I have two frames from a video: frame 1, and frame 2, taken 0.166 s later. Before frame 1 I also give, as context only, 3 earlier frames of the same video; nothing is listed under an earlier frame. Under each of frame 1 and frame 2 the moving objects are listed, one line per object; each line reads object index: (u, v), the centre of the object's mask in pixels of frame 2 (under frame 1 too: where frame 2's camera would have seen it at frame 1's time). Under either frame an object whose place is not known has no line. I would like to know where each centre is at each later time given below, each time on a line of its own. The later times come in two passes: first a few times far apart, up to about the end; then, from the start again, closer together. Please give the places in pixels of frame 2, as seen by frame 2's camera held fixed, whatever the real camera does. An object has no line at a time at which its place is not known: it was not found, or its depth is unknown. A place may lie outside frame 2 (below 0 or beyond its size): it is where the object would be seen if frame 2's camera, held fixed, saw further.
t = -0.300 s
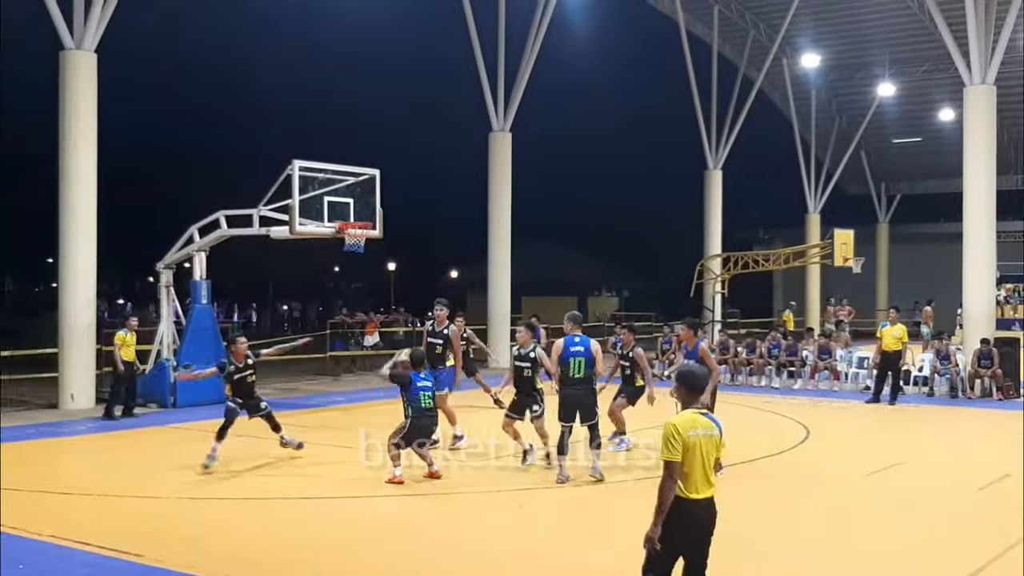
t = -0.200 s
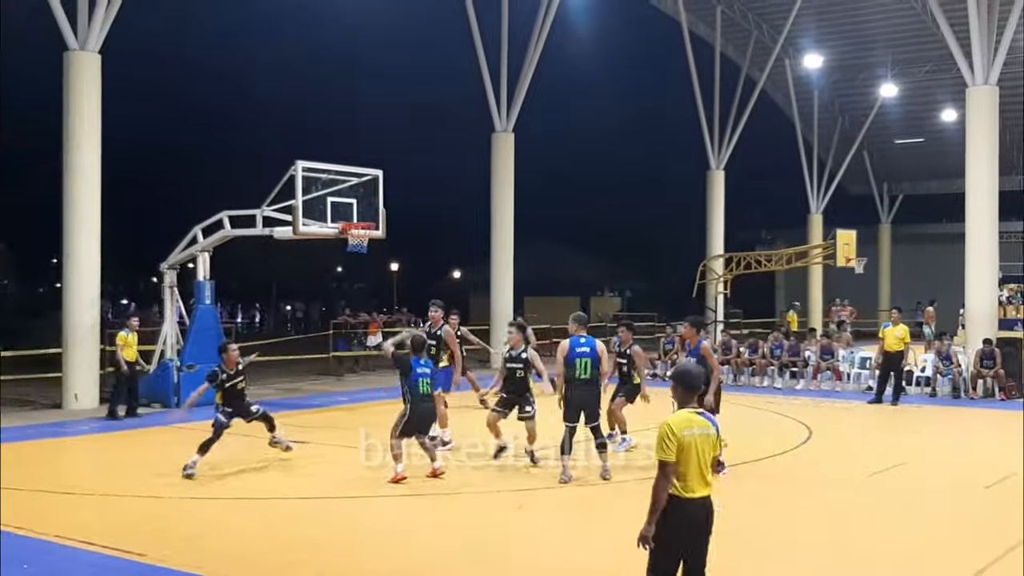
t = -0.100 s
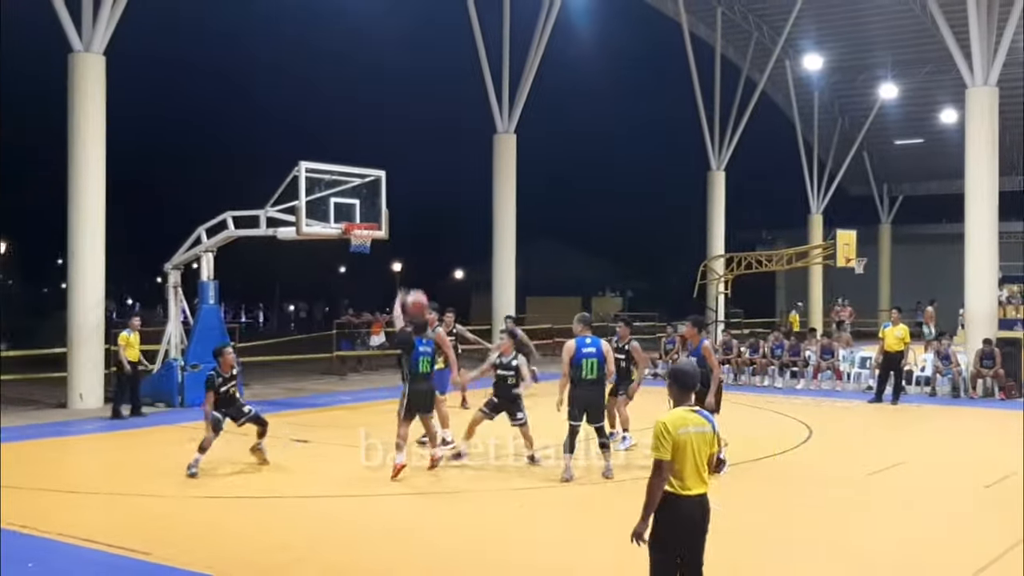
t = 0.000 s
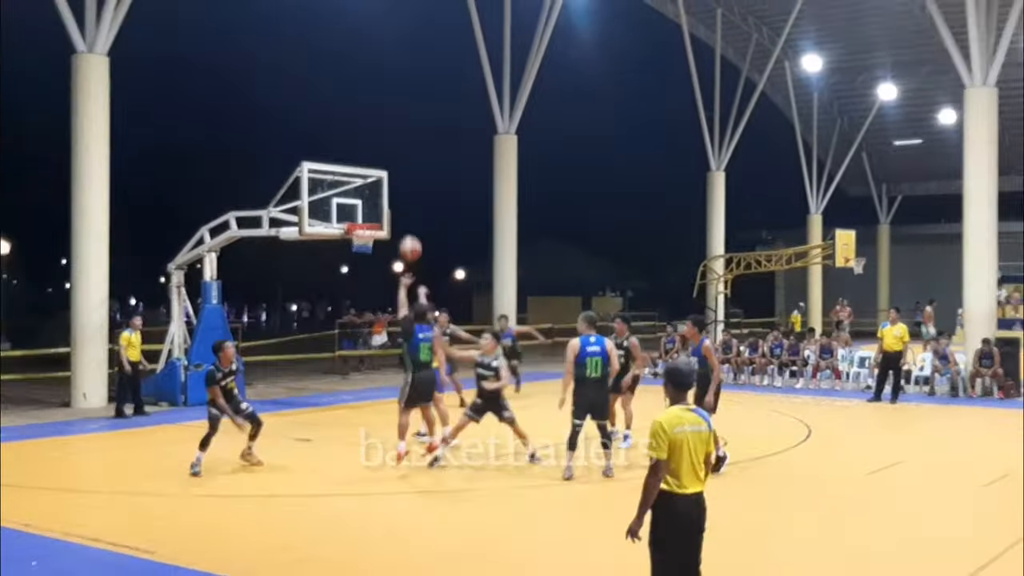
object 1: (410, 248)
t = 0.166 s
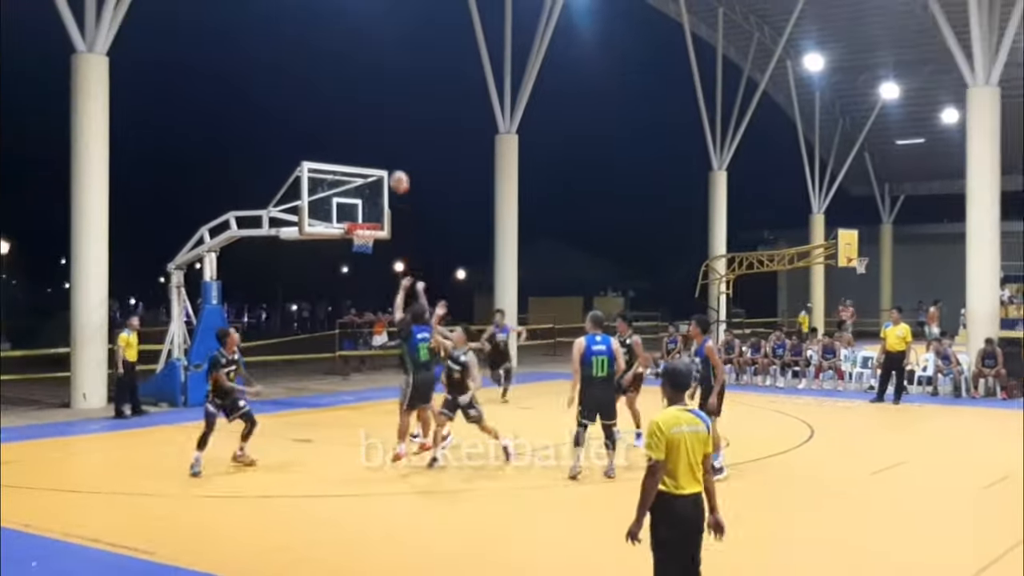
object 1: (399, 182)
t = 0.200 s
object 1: (397, 172)
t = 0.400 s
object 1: (385, 137)
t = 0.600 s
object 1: (370, 135)
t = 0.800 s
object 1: (359, 159)
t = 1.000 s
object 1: (349, 208)
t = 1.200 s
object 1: (363, 202)
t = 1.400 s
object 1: (390, 202)
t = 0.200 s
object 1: (397, 172)
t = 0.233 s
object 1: (395, 164)
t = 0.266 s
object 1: (393, 156)
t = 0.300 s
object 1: (391, 150)
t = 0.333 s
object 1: (389, 145)
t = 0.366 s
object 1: (387, 141)
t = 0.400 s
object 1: (385, 137)
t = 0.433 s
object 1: (383, 135)
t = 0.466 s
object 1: (380, 133)
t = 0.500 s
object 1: (377, 133)
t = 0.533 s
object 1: (375, 132)
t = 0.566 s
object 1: (373, 134)
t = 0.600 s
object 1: (370, 135)
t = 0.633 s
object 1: (368, 137)
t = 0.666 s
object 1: (366, 141)
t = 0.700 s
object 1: (364, 144)
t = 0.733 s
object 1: (362, 149)
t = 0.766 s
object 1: (361, 154)
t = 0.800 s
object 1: (359, 159)
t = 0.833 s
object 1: (357, 165)
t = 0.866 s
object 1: (356, 172)
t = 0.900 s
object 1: (354, 181)
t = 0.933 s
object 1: (353, 189)
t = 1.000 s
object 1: (349, 208)
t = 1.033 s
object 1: (346, 215)
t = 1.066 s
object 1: (345, 215)
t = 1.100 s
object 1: (349, 212)
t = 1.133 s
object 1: (352, 209)
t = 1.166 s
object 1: (358, 205)
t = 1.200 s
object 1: (363, 202)
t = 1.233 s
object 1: (367, 200)
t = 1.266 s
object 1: (371, 200)
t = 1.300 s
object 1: (375, 200)
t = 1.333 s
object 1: (380, 200)
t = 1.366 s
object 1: (385, 200)
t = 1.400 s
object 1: (390, 202)
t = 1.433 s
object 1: (395, 205)
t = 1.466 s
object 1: (398, 209)
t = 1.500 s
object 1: (403, 212)
